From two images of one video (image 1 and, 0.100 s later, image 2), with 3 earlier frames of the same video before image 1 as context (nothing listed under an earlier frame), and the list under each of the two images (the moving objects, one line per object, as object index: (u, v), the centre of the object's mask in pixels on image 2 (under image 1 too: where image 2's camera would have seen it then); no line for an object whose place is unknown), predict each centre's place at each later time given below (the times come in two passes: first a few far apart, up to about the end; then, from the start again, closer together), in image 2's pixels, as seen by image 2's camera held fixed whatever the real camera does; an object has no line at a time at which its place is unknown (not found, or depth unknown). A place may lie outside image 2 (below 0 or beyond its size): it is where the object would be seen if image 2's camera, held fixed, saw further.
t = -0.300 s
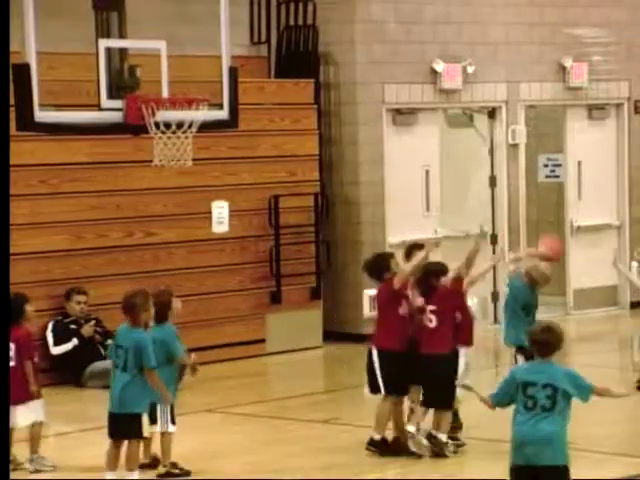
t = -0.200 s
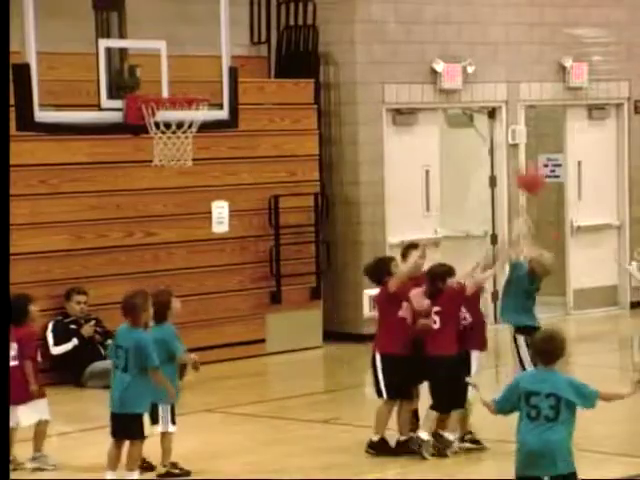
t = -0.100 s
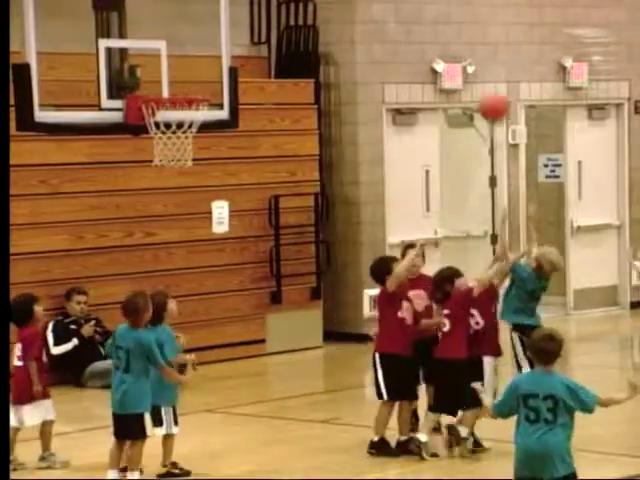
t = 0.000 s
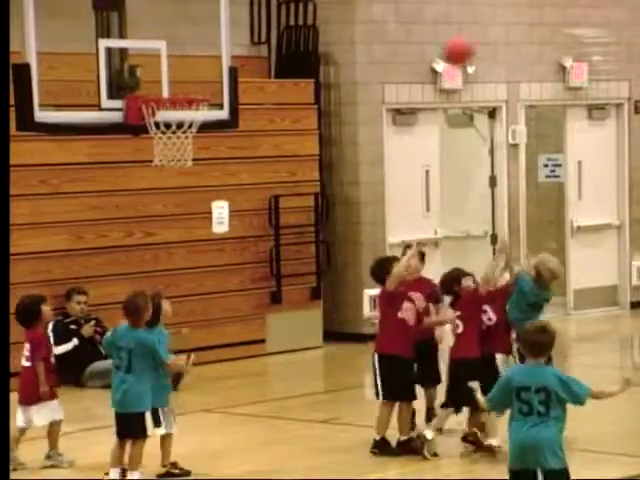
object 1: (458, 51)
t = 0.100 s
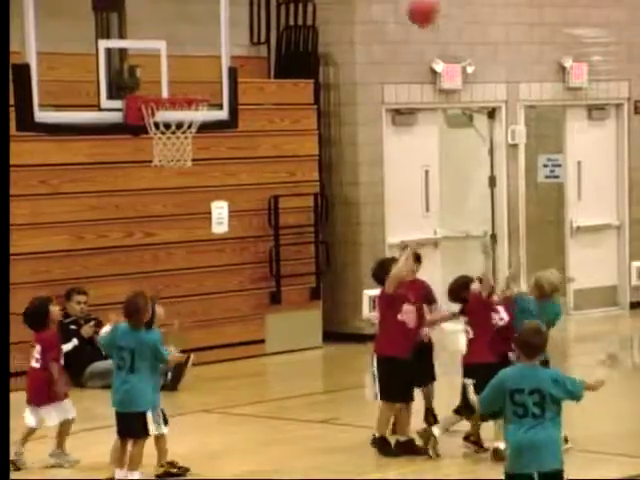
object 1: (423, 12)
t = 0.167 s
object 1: (399, 3)
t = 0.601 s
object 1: (252, 30)
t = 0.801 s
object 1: (188, 140)
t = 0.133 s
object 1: (409, 7)
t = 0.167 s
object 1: (399, 3)
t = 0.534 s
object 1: (275, 5)
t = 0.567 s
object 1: (263, 15)
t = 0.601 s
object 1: (252, 30)
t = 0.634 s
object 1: (243, 43)
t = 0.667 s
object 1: (230, 62)
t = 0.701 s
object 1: (222, 78)
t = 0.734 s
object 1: (209, 95)
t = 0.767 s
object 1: (199, 119)
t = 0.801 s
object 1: (188, 140)
